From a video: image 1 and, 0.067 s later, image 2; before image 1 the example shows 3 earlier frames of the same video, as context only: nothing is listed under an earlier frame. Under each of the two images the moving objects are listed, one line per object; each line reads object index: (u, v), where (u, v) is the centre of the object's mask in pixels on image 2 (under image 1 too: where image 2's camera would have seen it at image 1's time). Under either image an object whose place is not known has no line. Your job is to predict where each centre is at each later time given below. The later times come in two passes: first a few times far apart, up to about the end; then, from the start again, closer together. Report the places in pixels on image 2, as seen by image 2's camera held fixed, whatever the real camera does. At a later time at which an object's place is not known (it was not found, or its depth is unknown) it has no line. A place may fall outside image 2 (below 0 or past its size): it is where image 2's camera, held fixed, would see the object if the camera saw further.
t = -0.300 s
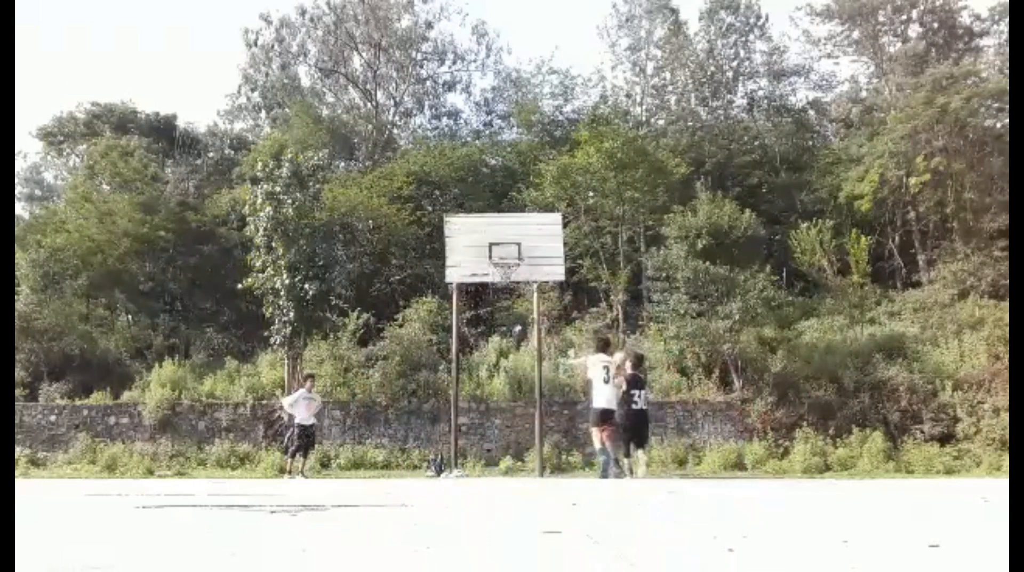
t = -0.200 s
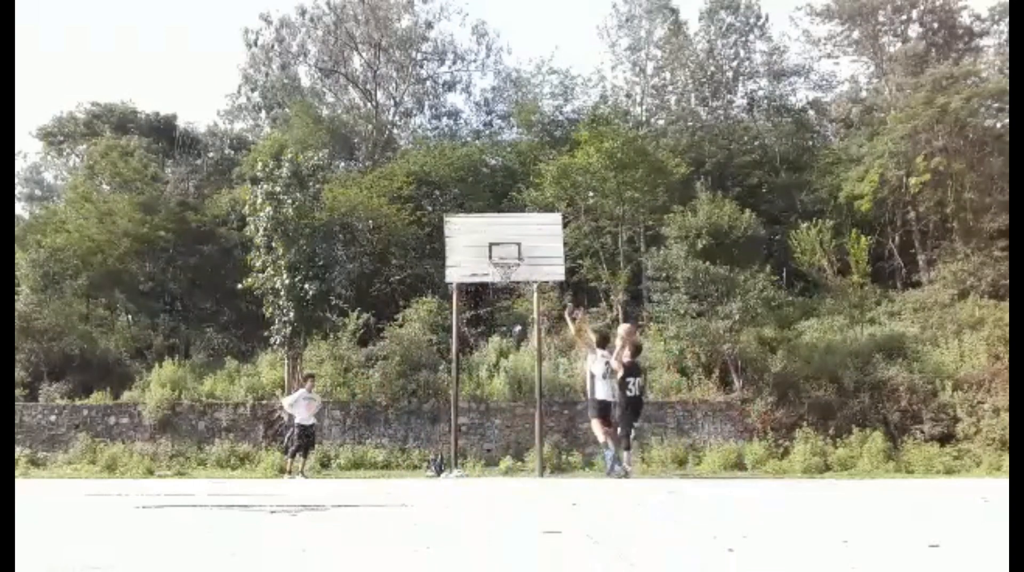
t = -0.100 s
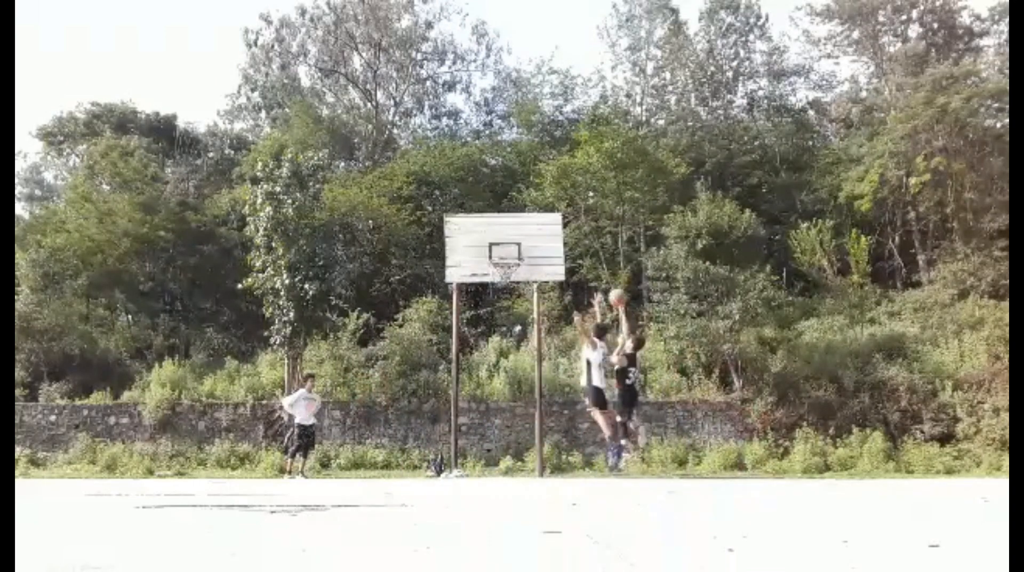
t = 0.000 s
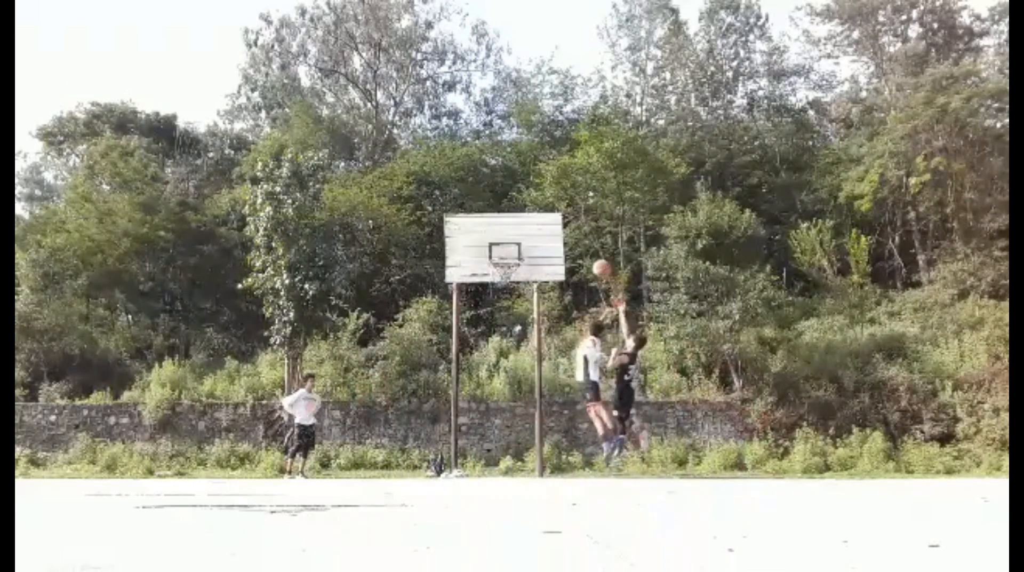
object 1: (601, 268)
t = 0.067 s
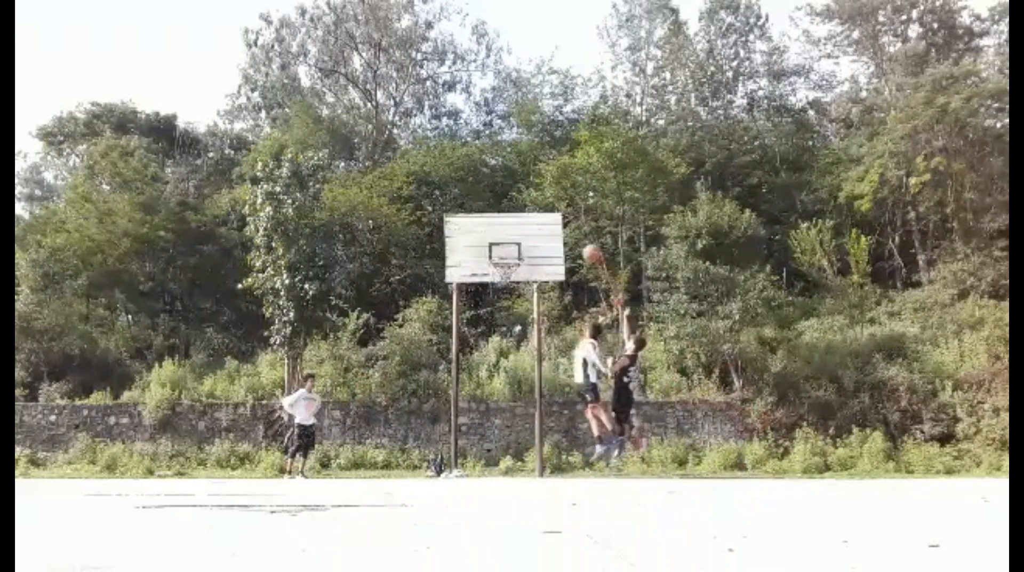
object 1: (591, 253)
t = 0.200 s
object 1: (571, 232)
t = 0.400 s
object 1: (546, 225)
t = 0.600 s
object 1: (529, 231)
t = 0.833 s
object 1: (504, 267)
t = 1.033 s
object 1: (487, 331)
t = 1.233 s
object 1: (466, 428)
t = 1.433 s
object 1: (459, 412)
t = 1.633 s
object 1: (455, 349)
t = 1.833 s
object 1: (452, 319)
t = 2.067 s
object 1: (449, 321)
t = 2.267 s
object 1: (443, 355)
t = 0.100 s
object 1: (586, 247)
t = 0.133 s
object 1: (581, 242)
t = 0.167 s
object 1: (576, 237)
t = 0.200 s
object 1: (571, 232)
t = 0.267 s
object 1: (564, 228)
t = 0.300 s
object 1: (559, 226)
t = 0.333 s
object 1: (555, 225)
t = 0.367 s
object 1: (550, 225)
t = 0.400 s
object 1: (546, 225)
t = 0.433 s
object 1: (542, 226)
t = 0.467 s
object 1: (539, 226)
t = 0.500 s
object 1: (536, 226)
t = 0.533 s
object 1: (533, 228)
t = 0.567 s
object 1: (531, 229)
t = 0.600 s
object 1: (529, 231)
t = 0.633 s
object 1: (525, 234)
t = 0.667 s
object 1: (522, 237)
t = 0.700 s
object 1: (519, 243)
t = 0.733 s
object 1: (517, 248)
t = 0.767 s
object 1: (512, 252)
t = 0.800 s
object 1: (509, 256)
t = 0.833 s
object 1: (504, 267)
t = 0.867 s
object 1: (502, 279)
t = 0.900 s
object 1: (498, 286)
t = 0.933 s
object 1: (496, 296)
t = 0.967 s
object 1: (494, 308)
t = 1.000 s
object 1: (491, 320)
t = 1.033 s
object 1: (487, 331)
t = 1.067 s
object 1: (484, 346)
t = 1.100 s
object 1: (481, 358)
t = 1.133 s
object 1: (478, 376)
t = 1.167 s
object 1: (474, 392)
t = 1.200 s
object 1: (471, 410)
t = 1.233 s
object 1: (466, 428)
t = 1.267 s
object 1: (464, 450)
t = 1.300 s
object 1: (459, 469)
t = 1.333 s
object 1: (459, 457)
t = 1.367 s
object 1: (459, 442)
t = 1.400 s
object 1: (459, 425)
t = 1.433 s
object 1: (459, 412)
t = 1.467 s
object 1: (458, 400)
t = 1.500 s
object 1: (456, 388)
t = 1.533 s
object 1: (456, 377)
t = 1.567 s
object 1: (456, 367)
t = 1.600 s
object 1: (455, 357)
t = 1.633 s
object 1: (455, 349)
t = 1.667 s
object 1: (455, 342)
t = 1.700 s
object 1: (454, 336)
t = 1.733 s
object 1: (454, 330)
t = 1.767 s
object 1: (453, 325)
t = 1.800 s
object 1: (452, 322)
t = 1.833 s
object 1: (452, 319)
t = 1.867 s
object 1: (452, 317)
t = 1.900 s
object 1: (451, 316)
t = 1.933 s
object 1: (451, 316)
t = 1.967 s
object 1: (451, 316)
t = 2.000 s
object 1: (450, 317)
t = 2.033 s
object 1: (450, 318)
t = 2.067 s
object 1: (449, 321)
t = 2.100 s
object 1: (448, 324)
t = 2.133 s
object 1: (446, 329)
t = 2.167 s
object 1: (446, 335)
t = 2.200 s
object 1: (445, 340)
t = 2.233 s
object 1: (444, 348)
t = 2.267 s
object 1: (443, 355)
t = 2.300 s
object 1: (442, 365)
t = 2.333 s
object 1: (442, 375)
